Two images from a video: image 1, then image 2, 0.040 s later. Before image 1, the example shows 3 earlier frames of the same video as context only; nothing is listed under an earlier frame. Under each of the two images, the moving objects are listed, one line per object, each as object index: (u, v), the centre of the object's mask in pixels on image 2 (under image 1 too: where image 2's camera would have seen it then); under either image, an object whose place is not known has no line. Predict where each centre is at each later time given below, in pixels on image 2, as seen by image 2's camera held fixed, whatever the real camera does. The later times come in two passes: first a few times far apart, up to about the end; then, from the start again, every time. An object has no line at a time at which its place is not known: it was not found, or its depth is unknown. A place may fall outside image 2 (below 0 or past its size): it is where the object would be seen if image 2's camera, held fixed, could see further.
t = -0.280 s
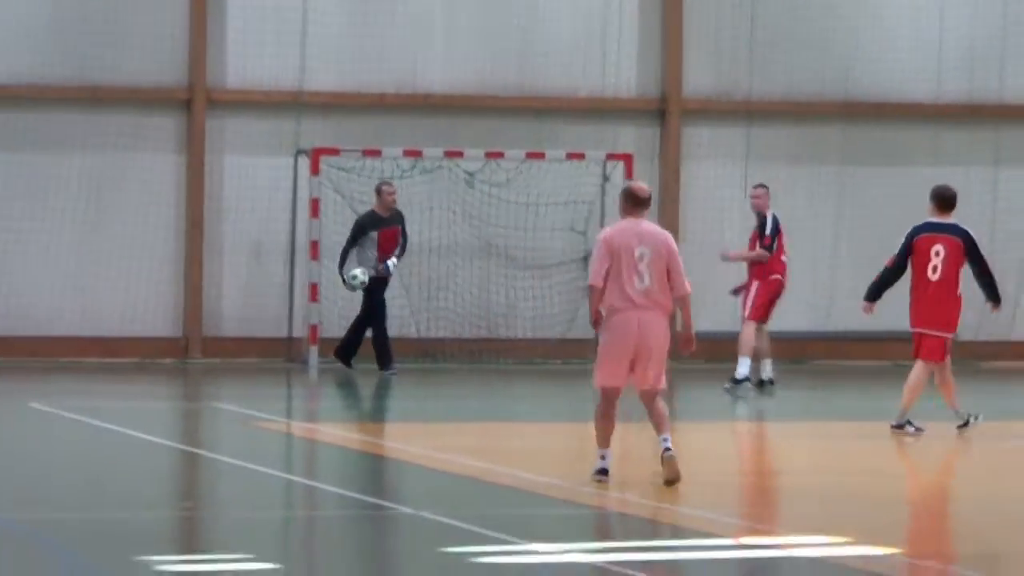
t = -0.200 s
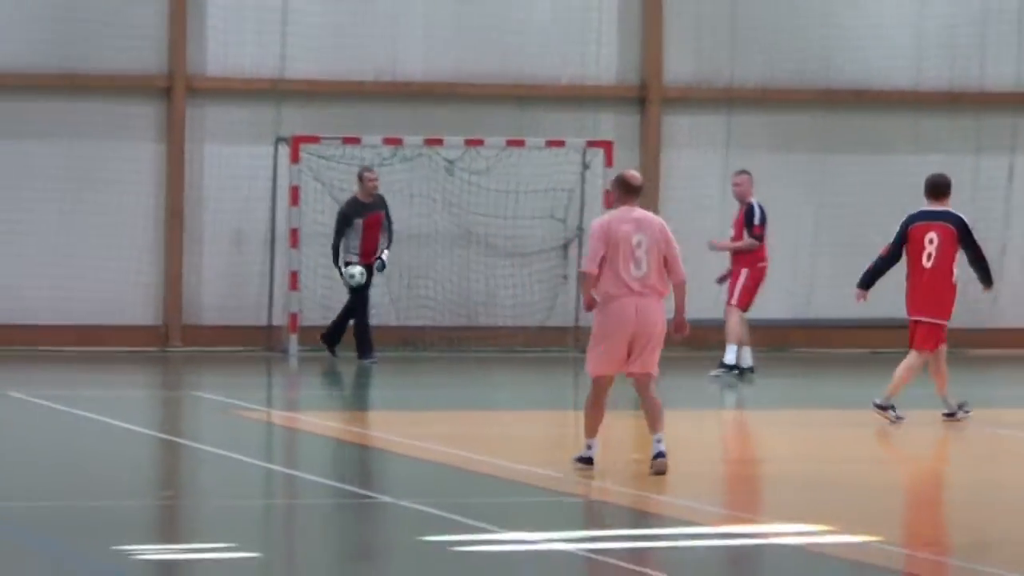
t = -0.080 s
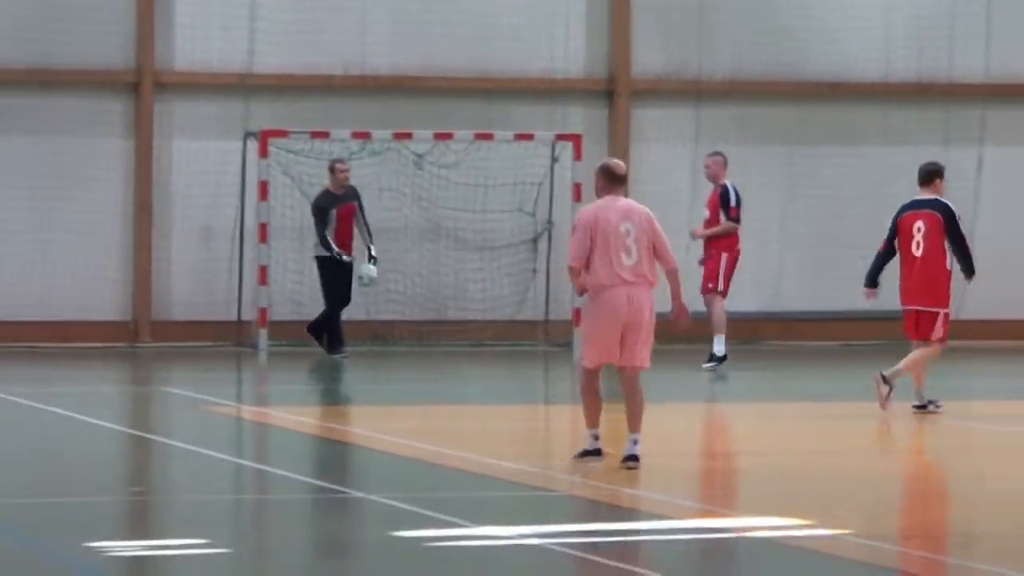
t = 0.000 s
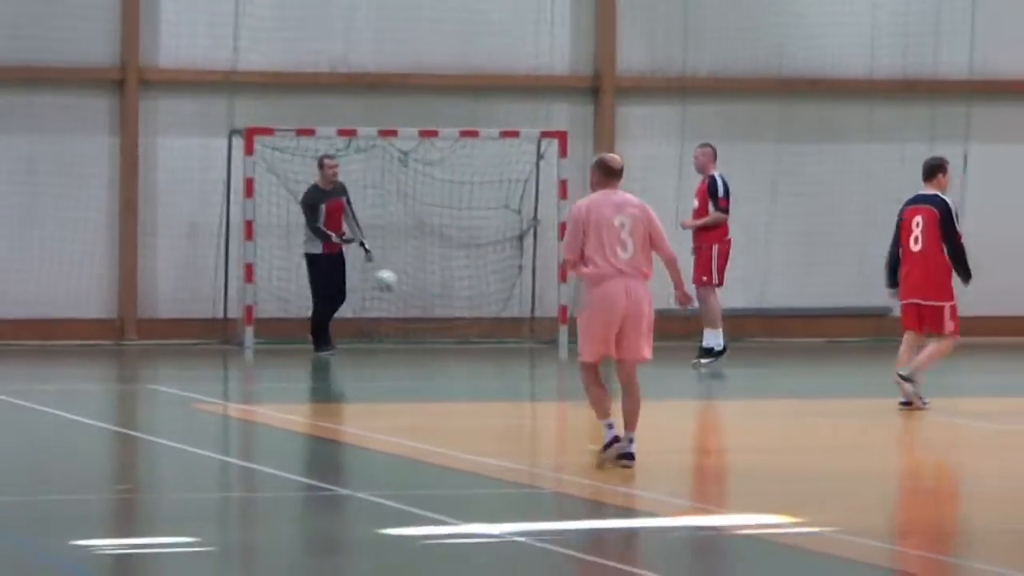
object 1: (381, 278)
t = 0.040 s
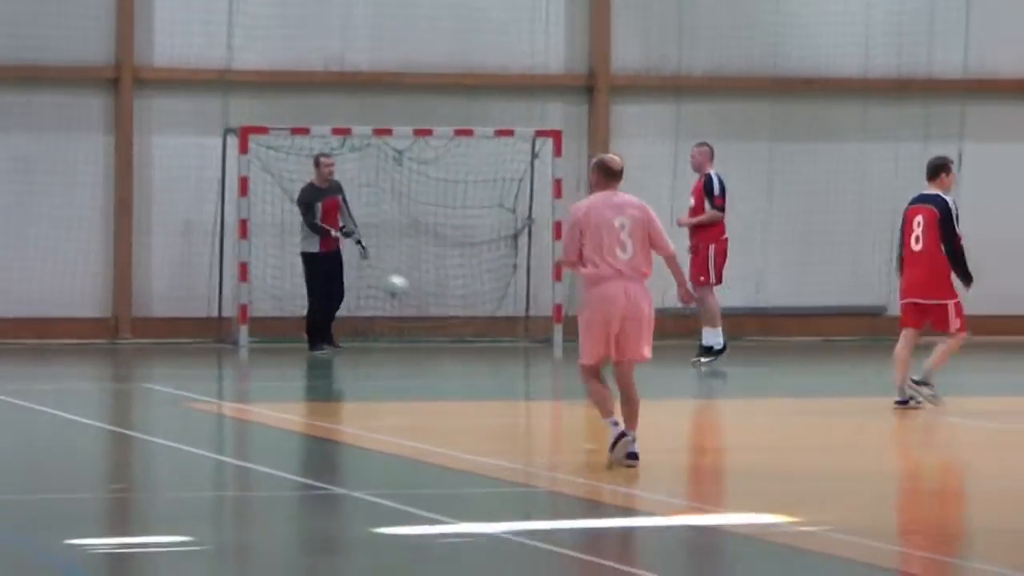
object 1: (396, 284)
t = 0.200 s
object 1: (460, 331)
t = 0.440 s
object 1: (541, 330)
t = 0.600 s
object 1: (593, 346)
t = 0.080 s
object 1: (413, 294)
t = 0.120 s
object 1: (430, 303)
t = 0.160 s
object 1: (445, 318)
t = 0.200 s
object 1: (460, 331)
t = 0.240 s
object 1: (477, 345)
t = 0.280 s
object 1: (490, 337)
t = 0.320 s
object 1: (504, 334)
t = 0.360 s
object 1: (516, 332)
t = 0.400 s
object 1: (528, 329)
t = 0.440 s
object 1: (541, 330)
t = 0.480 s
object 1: (556, 330)
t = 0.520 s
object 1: (569, 334)
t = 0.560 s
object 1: (581, 338)
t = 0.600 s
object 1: (593, 346)
